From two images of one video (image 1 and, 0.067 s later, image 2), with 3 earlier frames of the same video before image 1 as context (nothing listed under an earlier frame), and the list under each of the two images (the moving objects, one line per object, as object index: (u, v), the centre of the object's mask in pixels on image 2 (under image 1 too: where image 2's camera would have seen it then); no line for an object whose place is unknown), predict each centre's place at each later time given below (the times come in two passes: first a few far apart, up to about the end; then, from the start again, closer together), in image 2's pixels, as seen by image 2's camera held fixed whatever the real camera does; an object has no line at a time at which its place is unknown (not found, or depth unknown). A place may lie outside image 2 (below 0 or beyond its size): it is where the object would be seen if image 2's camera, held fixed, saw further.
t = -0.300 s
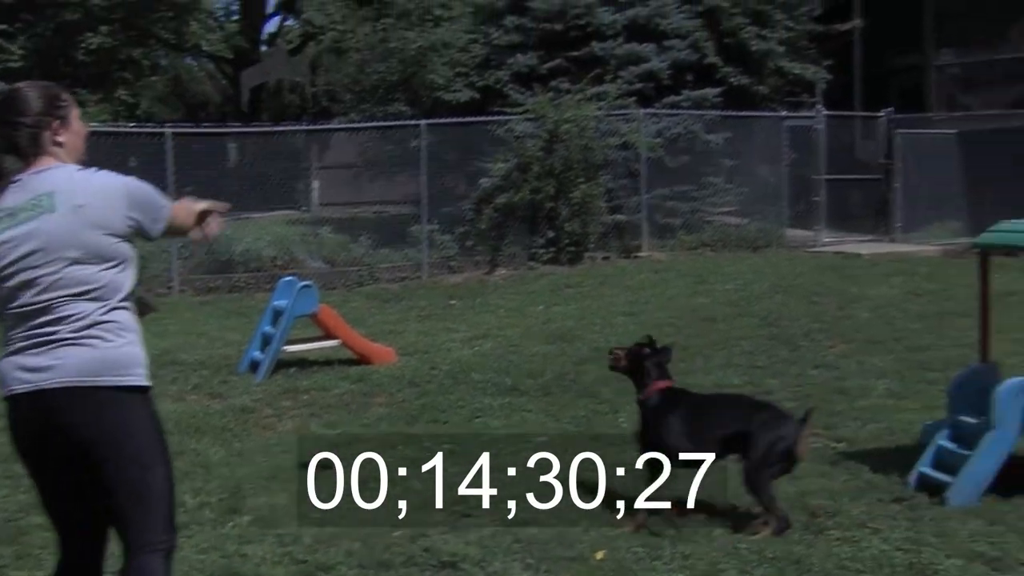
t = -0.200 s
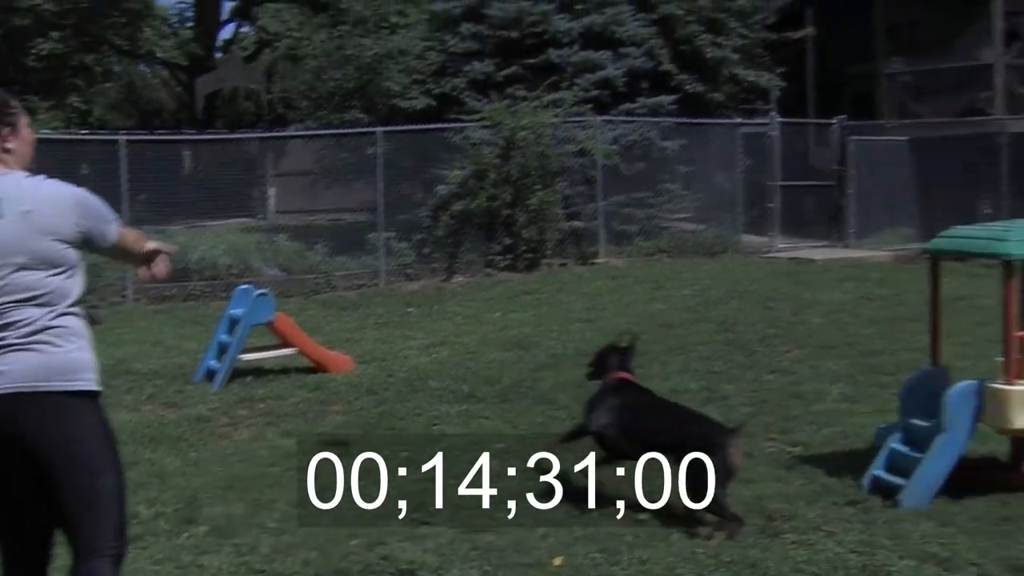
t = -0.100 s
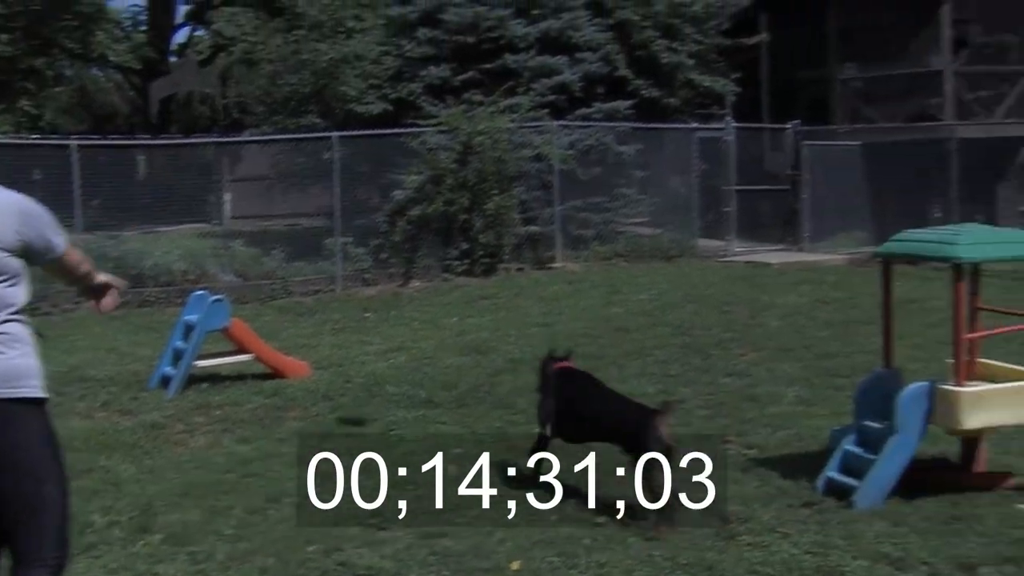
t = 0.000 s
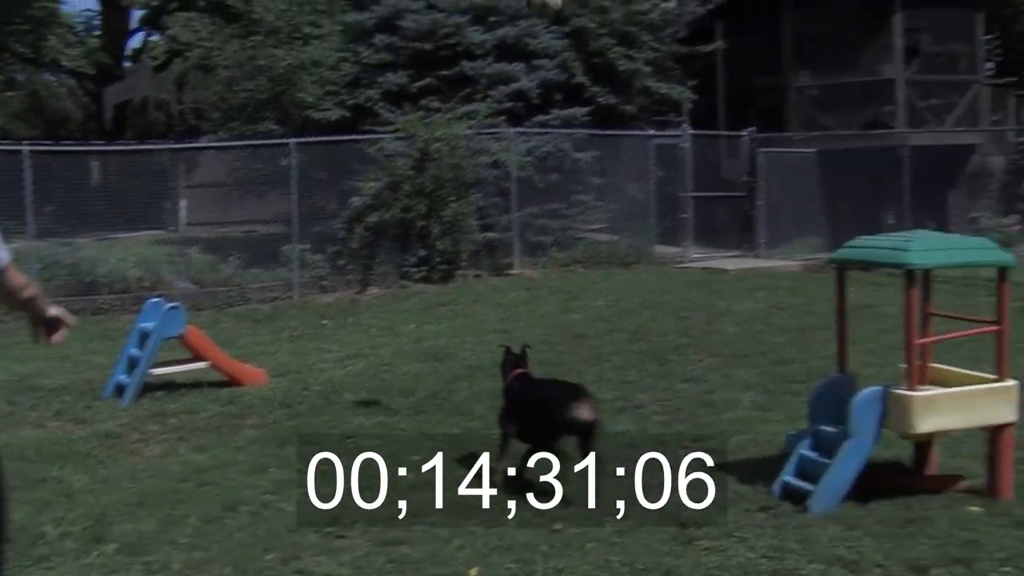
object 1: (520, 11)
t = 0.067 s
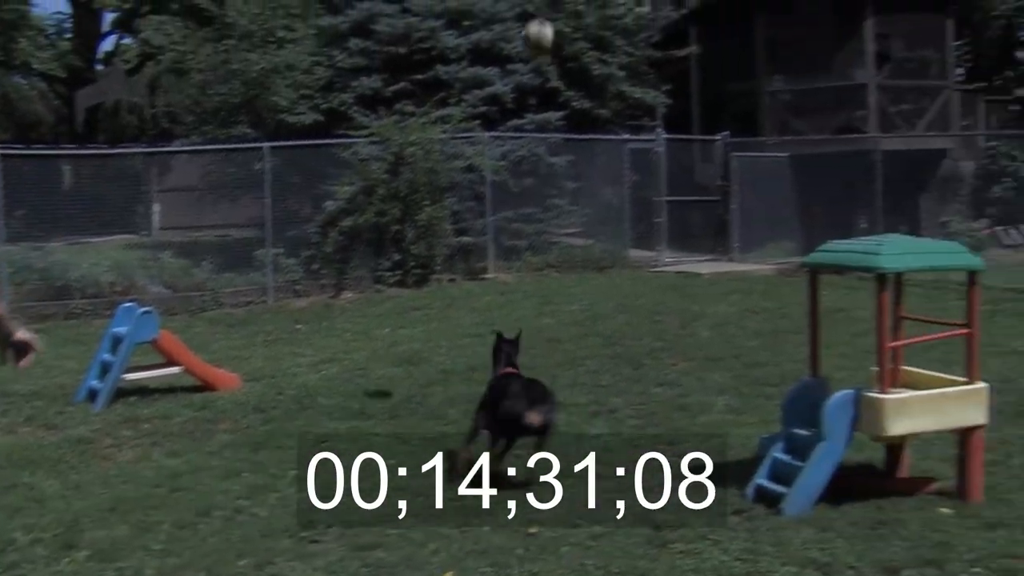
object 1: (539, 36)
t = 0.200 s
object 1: (573, 108)
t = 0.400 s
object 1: (610, 229)
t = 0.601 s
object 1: (636, 324)
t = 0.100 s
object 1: (547, 51)
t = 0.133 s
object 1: (556, 70)
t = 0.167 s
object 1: (564, 90)
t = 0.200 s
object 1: (573, 108)
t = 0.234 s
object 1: (580, 126)
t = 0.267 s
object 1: (587, 149)
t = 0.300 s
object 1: (594, 166)
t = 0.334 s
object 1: (600, 186)
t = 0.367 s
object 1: (604, 207)
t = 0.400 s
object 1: (610, 229)
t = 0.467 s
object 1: (621, 271)
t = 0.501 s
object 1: (627, 292)
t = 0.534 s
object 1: (631, 314)
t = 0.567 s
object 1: (634, 333)
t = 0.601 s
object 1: (636, 324)
